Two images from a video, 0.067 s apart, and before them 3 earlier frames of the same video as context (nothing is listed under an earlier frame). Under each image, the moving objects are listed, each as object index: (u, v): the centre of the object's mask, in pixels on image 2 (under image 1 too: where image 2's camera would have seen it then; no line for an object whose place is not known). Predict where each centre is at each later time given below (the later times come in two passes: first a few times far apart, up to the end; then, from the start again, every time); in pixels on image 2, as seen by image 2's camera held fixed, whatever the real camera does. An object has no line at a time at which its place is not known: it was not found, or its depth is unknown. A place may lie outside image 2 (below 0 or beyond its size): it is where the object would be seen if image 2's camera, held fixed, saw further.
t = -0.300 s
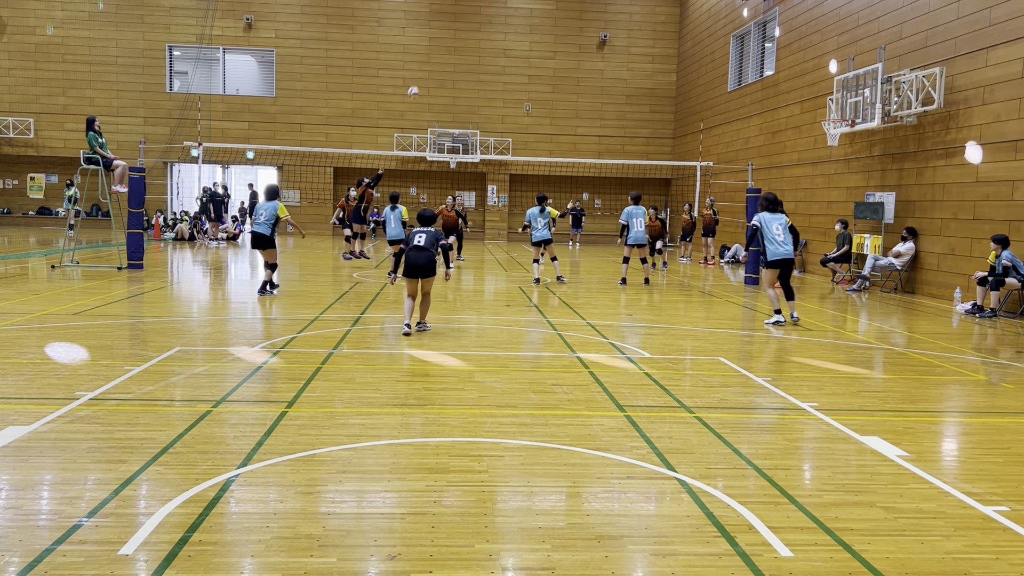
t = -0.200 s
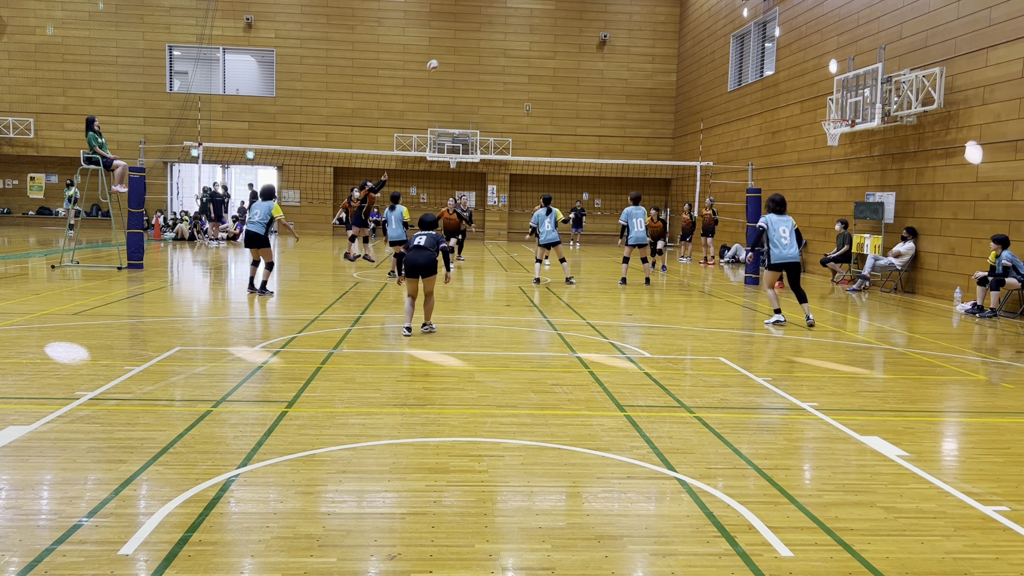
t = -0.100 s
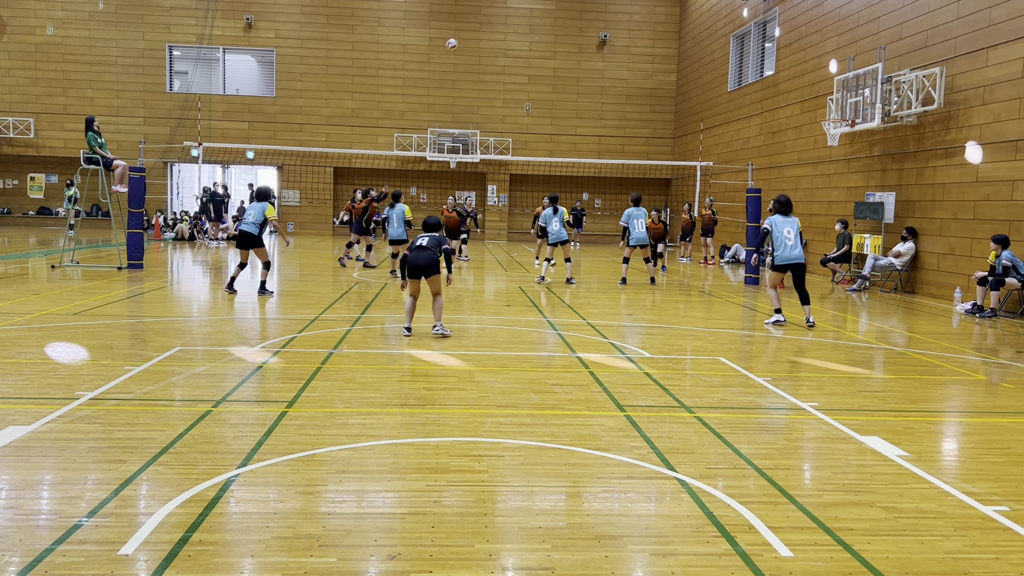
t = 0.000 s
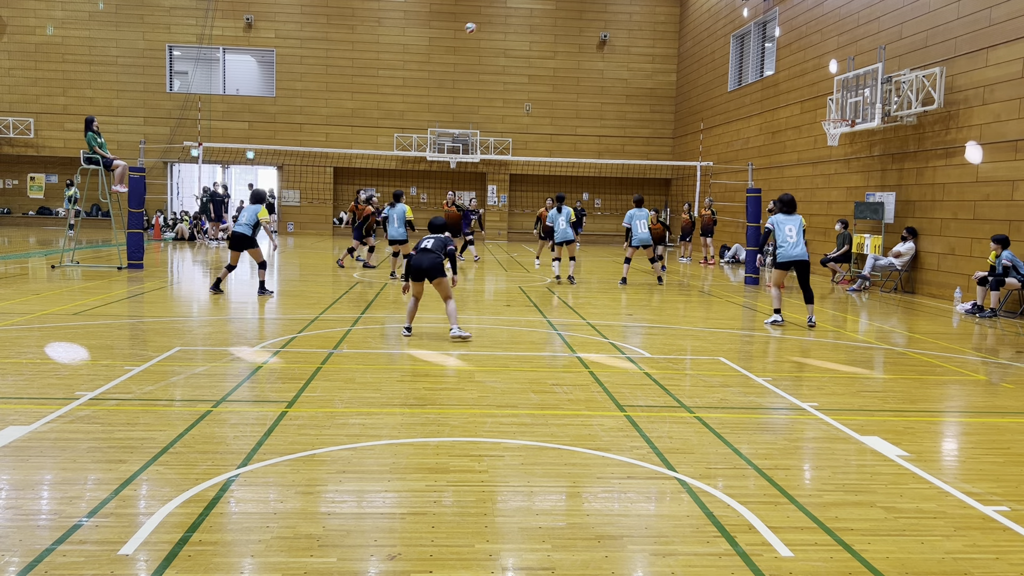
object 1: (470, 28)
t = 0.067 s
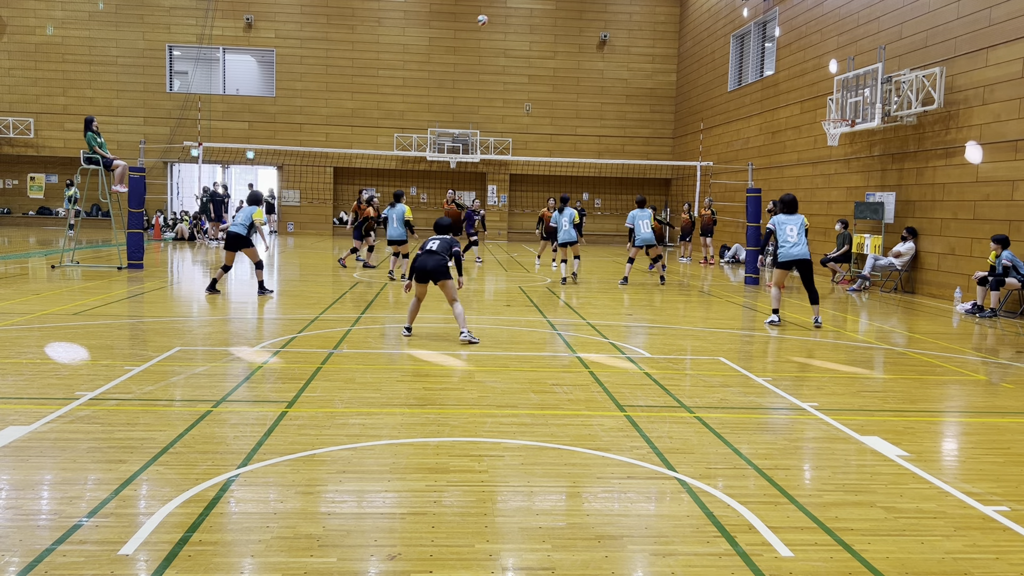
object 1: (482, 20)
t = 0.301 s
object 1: (523, 11)
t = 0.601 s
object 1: (572, 41)
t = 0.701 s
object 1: (587, 61)
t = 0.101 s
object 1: (488, 17)
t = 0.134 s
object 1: (494, 15)
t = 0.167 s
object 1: (500, 13)
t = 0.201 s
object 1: (506, 12)
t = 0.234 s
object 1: (511, 11)
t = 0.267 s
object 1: (517, 11)
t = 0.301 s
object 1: (523, 11)
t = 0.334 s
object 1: (528, 12)
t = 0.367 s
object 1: (534, 14)
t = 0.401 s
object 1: (540, 16)
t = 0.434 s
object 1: (545, 19)
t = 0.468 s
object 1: (551, 23)
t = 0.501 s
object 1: (556, 27)
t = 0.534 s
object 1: (562, 31)
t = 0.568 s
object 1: (567, 36)
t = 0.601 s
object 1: (572, 41)
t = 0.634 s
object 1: (577, 48)
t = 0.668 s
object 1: (582, 54)
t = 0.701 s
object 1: (587, 61)
